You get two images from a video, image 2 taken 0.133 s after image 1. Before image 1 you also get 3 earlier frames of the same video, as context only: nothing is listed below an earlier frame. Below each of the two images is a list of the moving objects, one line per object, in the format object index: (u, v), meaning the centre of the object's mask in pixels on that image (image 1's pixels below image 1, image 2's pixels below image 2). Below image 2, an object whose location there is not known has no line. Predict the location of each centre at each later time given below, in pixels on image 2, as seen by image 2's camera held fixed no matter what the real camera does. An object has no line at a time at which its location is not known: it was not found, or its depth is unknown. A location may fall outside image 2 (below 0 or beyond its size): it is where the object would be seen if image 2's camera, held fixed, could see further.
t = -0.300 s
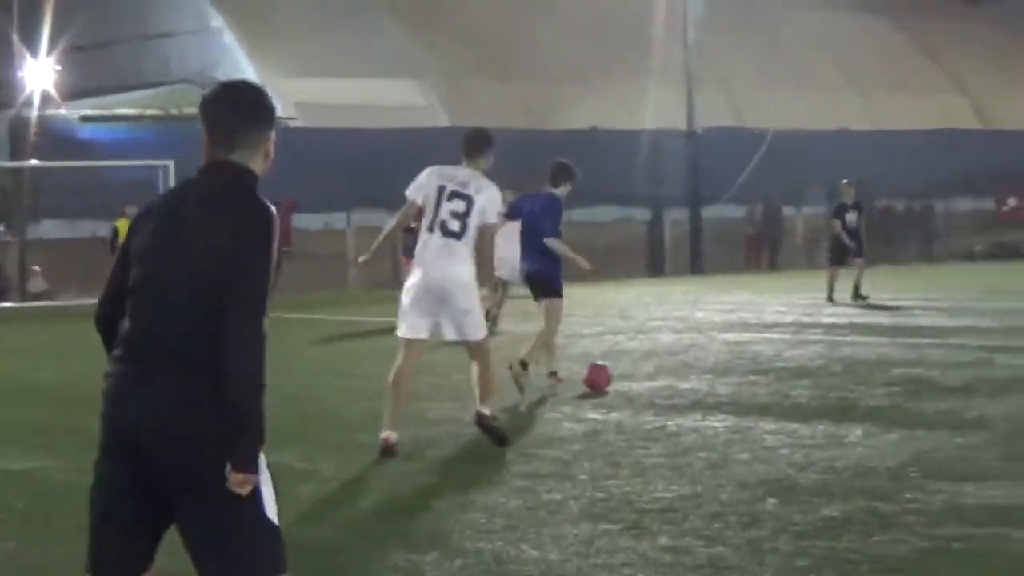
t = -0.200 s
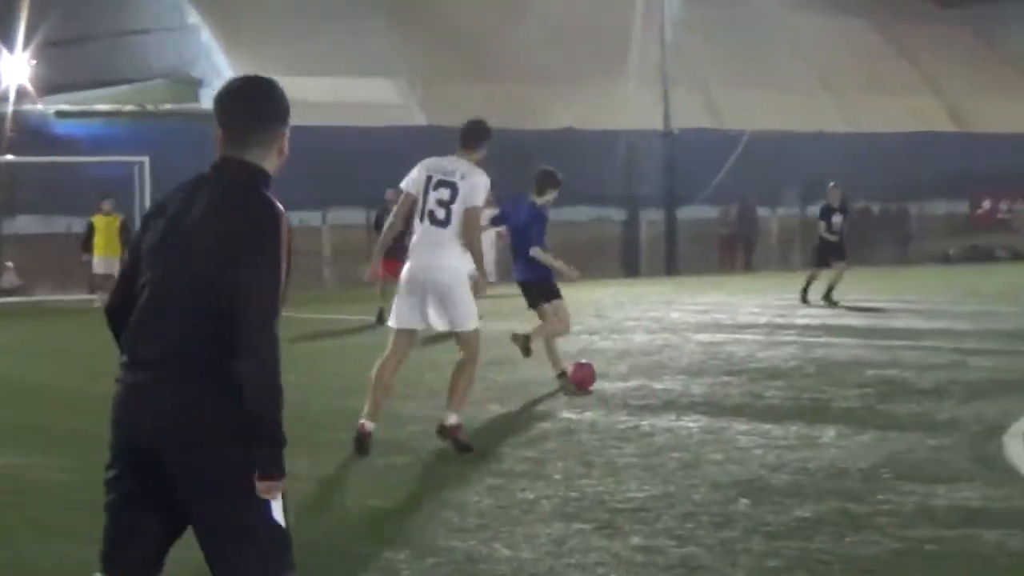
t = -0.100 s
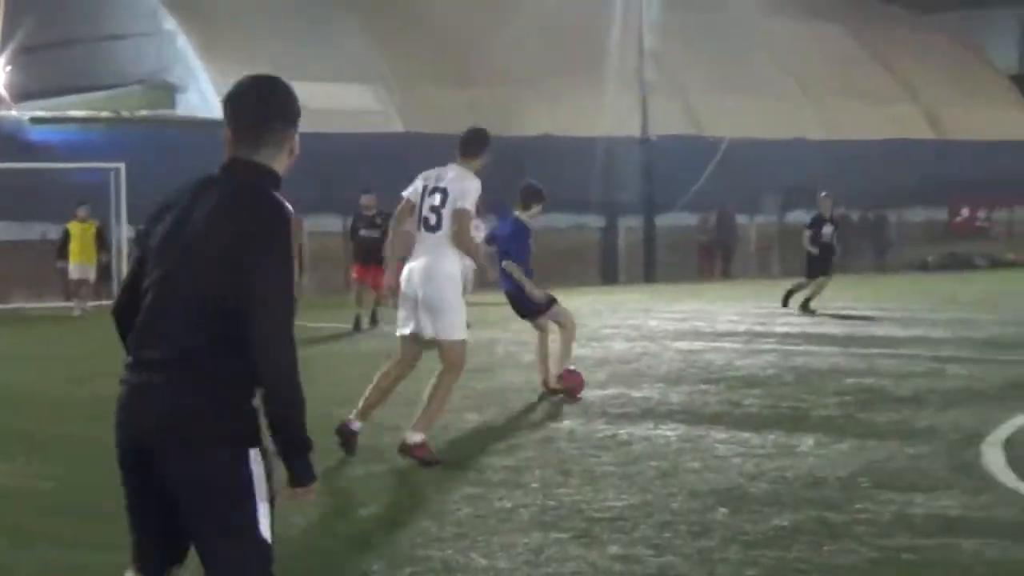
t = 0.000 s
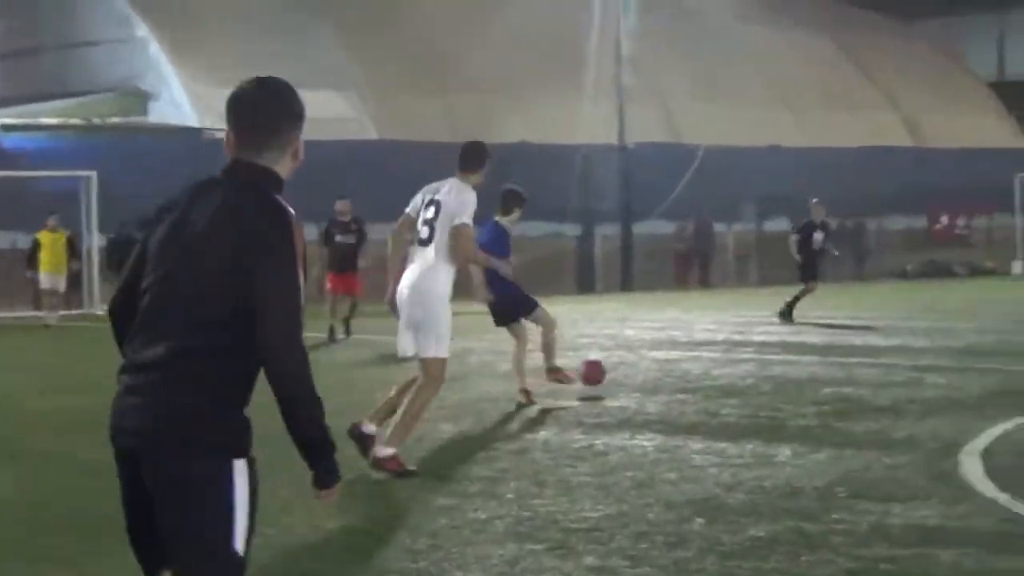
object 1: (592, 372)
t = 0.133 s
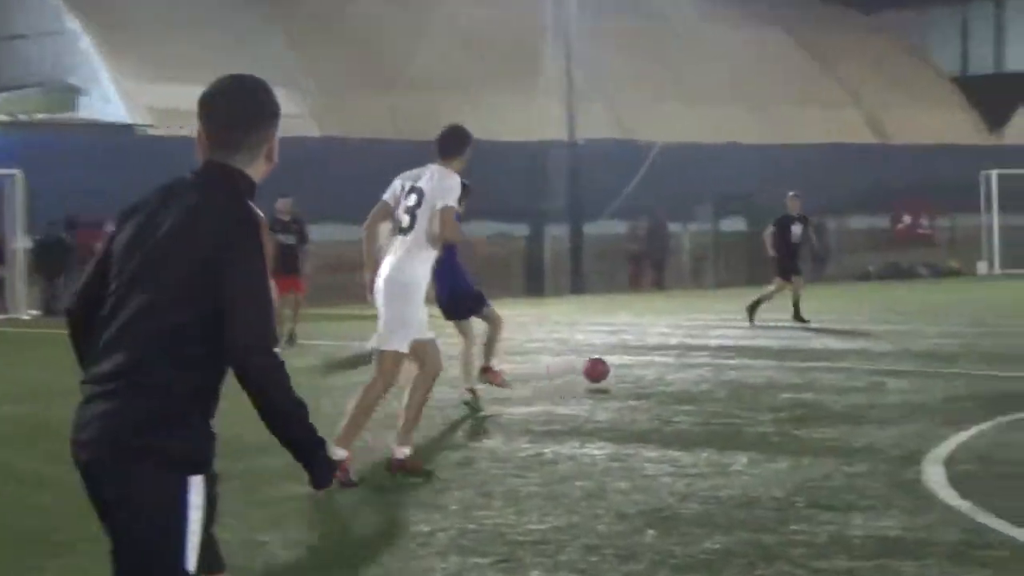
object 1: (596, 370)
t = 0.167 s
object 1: (607, 373)
